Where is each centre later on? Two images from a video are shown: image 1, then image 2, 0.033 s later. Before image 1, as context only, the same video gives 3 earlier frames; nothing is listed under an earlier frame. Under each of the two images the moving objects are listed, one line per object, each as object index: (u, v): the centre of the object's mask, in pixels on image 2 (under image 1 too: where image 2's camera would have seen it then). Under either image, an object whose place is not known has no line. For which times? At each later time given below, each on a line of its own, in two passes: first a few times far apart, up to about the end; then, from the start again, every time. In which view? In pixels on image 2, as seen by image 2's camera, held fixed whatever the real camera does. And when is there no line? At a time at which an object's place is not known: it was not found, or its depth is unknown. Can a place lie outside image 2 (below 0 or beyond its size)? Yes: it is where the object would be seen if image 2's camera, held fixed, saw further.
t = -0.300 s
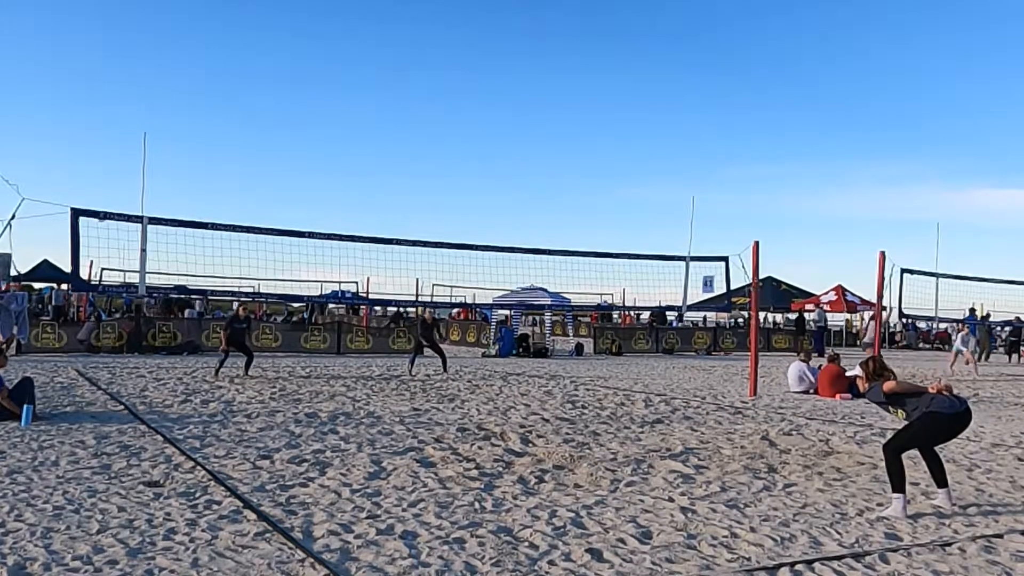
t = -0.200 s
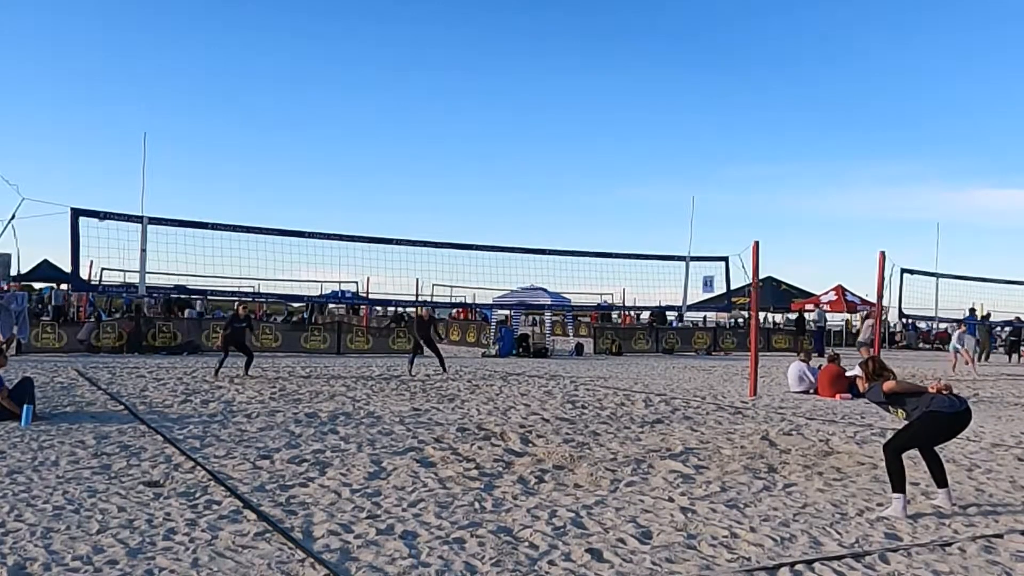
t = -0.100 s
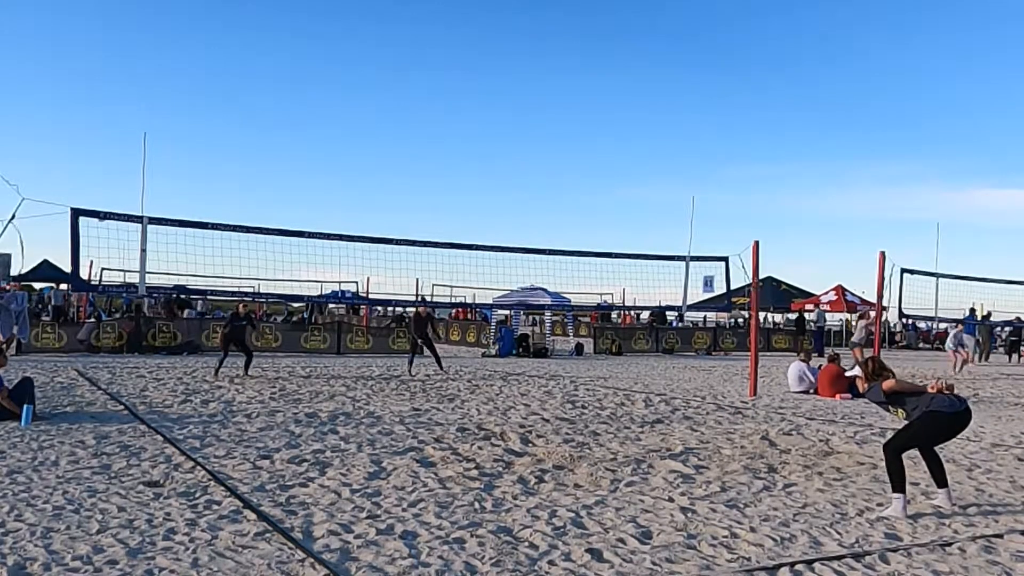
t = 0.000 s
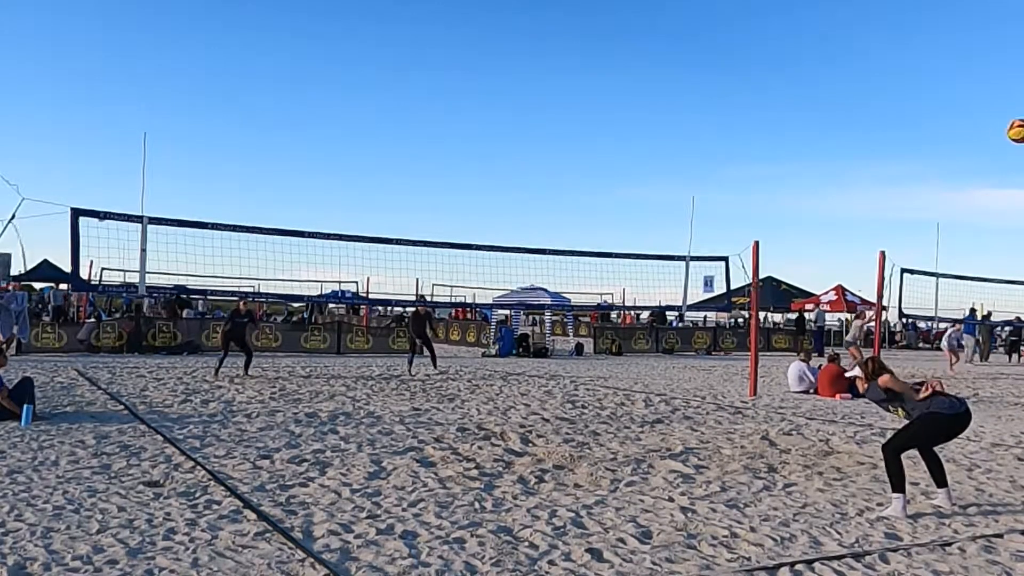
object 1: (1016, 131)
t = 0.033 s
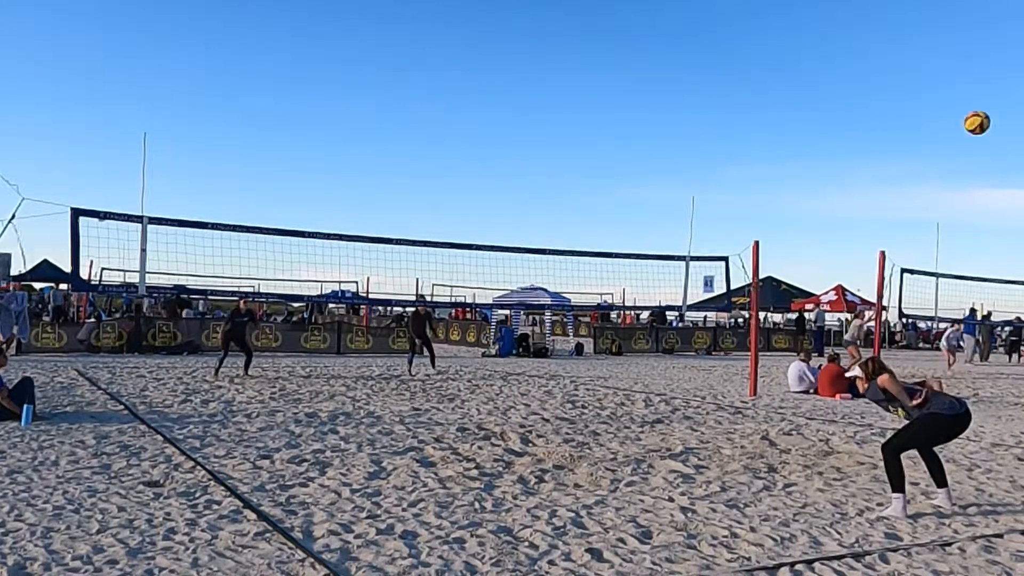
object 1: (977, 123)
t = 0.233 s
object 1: (766, 104)
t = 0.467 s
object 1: (592, 125)
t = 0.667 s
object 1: (481, 167)
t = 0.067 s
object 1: (936, 116)
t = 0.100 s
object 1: (898, 111)
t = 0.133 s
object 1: (862, 108)
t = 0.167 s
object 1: (828, 105)
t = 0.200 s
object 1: (796, 105)
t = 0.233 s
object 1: (766, 104)
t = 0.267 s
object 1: (737, 105)
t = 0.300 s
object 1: (710, 106)
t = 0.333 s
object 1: (684, 109)
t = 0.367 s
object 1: (659, 112)
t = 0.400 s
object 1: (636, 115)
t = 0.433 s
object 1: (614, 120)
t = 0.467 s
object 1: (592, 125)
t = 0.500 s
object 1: (572, 131)
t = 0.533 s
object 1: (552, 137)
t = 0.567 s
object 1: (533, 144)
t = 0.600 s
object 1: (515, 152)
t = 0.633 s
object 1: (498, 159)
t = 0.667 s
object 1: (481, 167)
